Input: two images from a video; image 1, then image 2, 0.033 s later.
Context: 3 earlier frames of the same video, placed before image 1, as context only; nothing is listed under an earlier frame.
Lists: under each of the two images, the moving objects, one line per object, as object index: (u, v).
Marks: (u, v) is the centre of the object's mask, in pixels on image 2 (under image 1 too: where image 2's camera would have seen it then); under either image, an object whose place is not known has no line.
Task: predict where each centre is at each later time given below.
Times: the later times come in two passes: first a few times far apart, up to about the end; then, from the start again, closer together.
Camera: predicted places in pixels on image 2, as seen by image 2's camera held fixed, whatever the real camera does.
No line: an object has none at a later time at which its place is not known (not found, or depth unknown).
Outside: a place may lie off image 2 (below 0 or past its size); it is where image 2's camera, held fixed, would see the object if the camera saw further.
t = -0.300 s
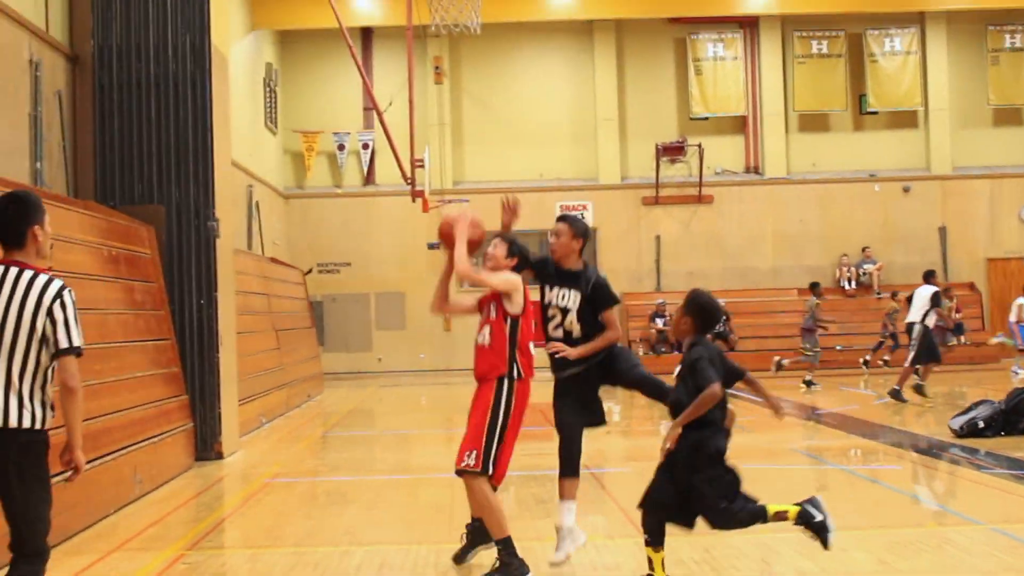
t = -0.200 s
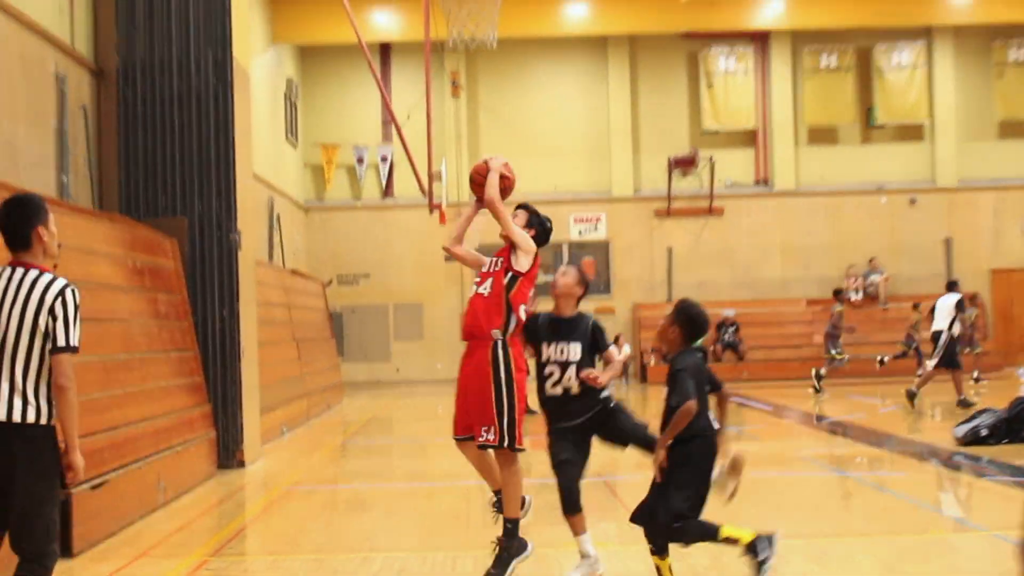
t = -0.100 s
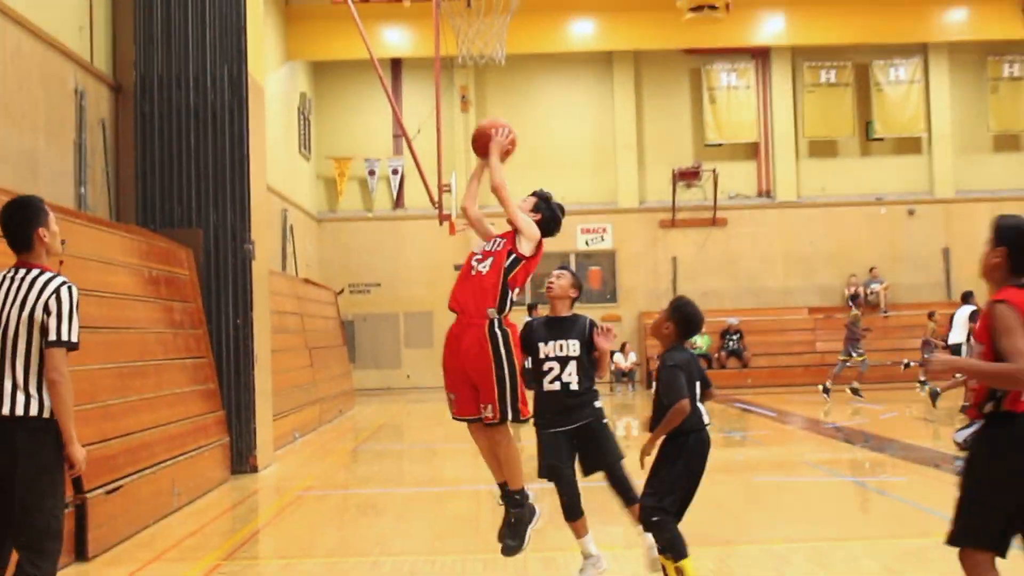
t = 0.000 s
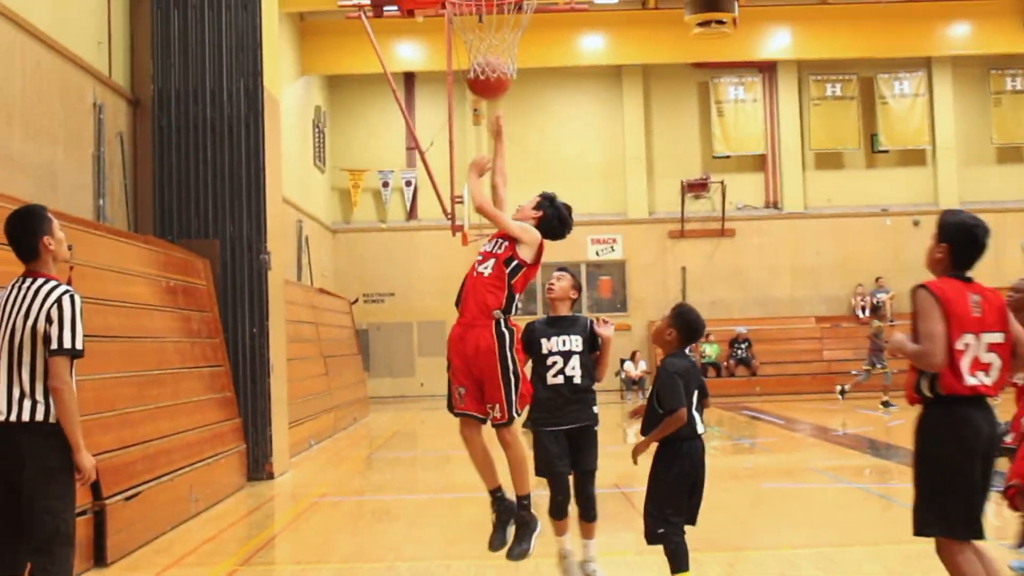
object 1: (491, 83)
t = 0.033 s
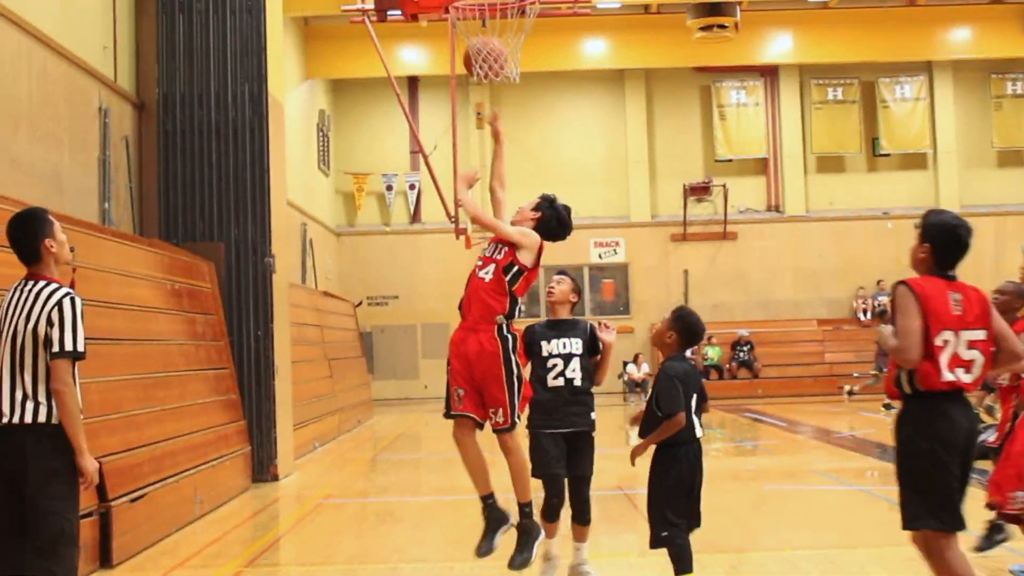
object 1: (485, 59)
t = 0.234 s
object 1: (448, -18)
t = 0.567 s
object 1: (479, -24)
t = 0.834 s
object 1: (494, -14)
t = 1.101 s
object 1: (510, 112)
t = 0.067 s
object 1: (479, 38)
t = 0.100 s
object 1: (474, 21)
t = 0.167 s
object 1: (455, -11)
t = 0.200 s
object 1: (453, -13)
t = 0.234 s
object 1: (448, -18)
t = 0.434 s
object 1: (464, -30)
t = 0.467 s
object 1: (468, -27)
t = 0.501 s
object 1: (472, -25)
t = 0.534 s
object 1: (476, -23)
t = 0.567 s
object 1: (479, -24)
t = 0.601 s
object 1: (481, -26)
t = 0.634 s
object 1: (483, -27)
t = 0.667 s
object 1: (485, -28)
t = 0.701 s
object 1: (487, -28)
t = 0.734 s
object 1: (488, -28)
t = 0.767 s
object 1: (490, -27)
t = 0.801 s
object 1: (493, -26)
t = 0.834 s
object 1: (494, -14)
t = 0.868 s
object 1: (497, -1)
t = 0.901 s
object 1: (499, 13)
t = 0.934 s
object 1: (502, 24)
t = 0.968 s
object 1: (504, 40)
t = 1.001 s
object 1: (505, 57)
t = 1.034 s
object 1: (507, 74)
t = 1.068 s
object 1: (508, 92)
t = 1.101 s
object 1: (510, 112)
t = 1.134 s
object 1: (512, 136)
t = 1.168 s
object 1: (513, 162)
